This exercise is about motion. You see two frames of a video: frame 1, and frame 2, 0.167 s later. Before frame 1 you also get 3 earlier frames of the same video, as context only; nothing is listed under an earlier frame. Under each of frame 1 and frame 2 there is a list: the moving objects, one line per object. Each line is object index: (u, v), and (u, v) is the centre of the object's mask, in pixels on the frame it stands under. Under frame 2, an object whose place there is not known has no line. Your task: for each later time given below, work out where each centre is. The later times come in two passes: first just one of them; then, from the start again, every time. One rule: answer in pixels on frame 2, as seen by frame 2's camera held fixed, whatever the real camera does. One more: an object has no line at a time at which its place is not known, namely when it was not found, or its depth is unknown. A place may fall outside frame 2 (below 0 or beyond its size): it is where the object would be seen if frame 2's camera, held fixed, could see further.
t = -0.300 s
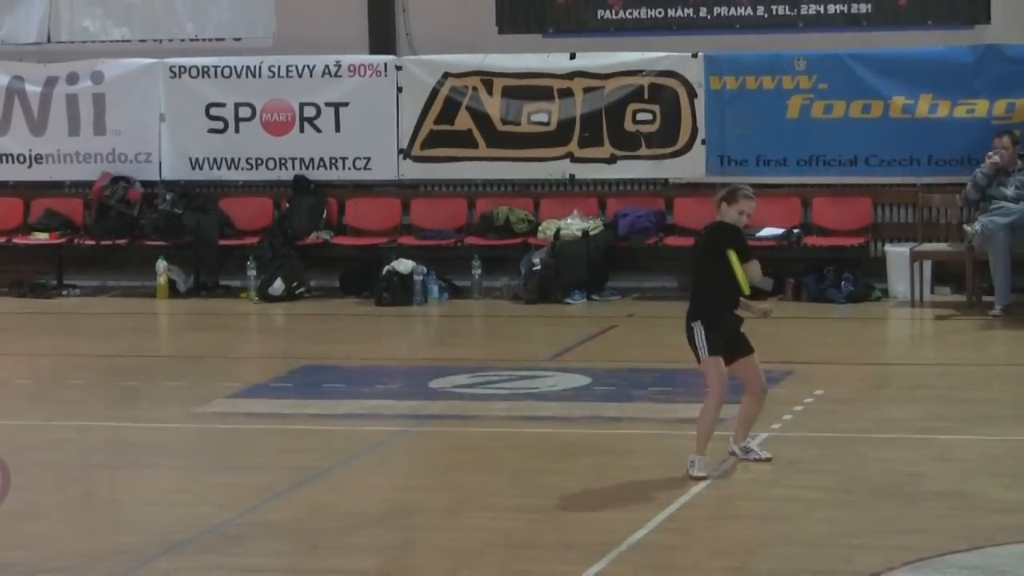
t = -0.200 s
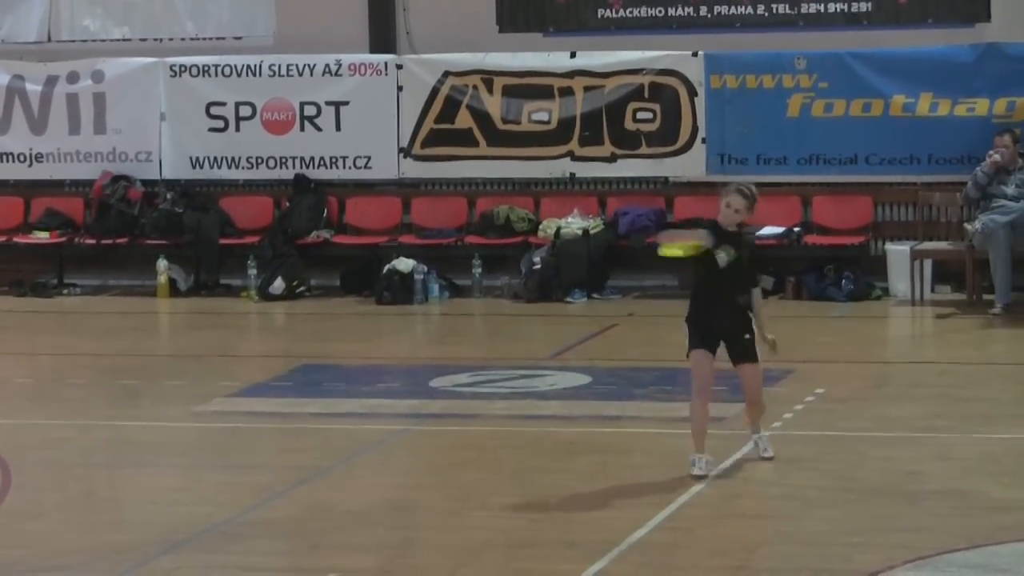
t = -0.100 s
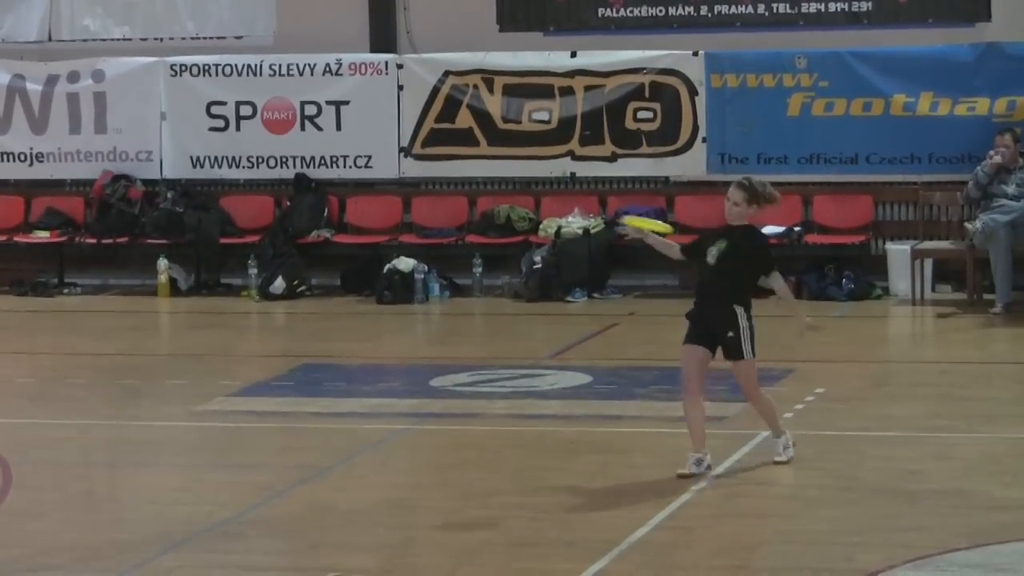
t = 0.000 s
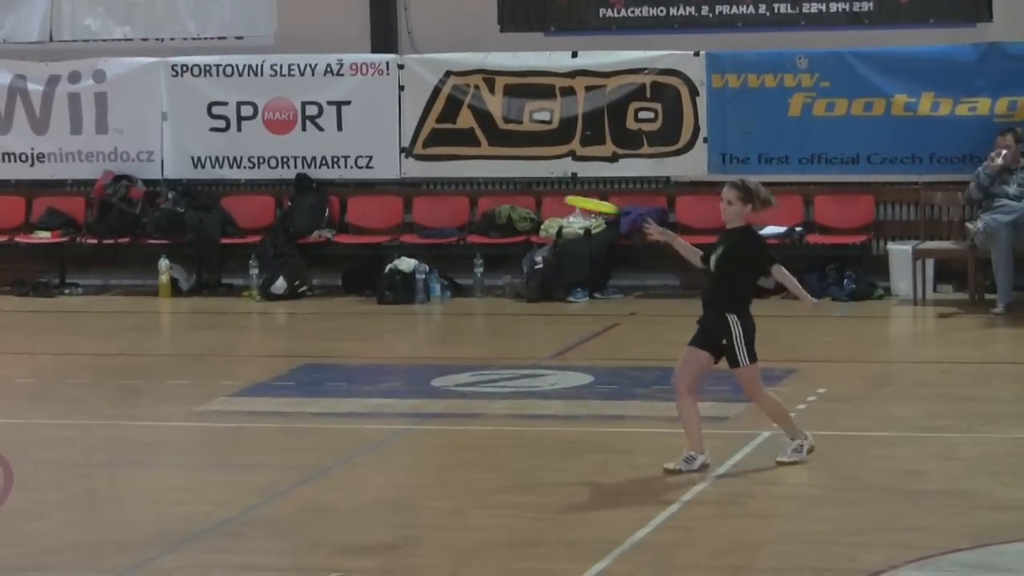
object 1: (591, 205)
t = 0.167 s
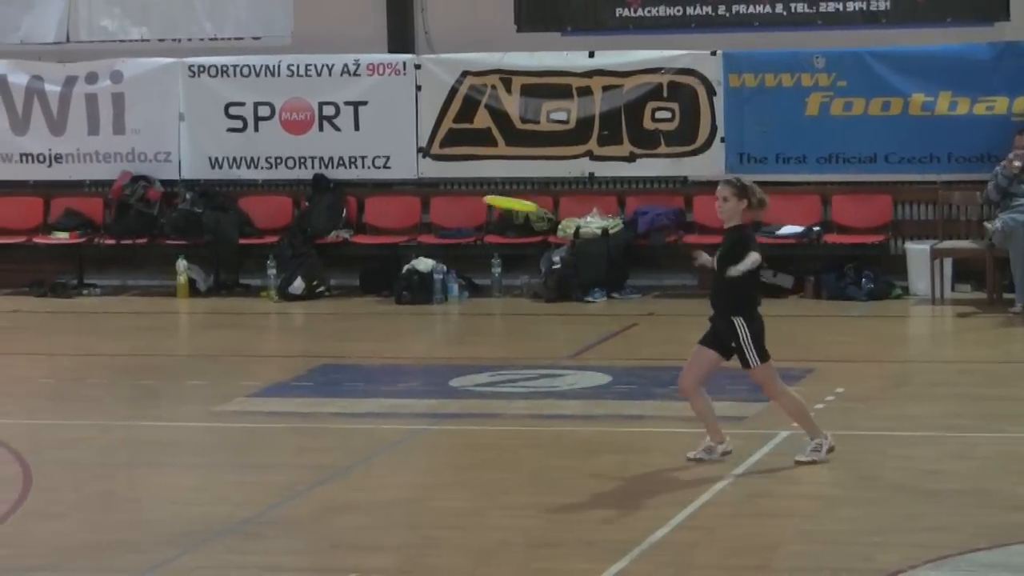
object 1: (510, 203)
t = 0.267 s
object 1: (453, 219)
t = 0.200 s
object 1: (491, 207)
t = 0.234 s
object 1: (473, 213)
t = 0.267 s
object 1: (453, 219)
